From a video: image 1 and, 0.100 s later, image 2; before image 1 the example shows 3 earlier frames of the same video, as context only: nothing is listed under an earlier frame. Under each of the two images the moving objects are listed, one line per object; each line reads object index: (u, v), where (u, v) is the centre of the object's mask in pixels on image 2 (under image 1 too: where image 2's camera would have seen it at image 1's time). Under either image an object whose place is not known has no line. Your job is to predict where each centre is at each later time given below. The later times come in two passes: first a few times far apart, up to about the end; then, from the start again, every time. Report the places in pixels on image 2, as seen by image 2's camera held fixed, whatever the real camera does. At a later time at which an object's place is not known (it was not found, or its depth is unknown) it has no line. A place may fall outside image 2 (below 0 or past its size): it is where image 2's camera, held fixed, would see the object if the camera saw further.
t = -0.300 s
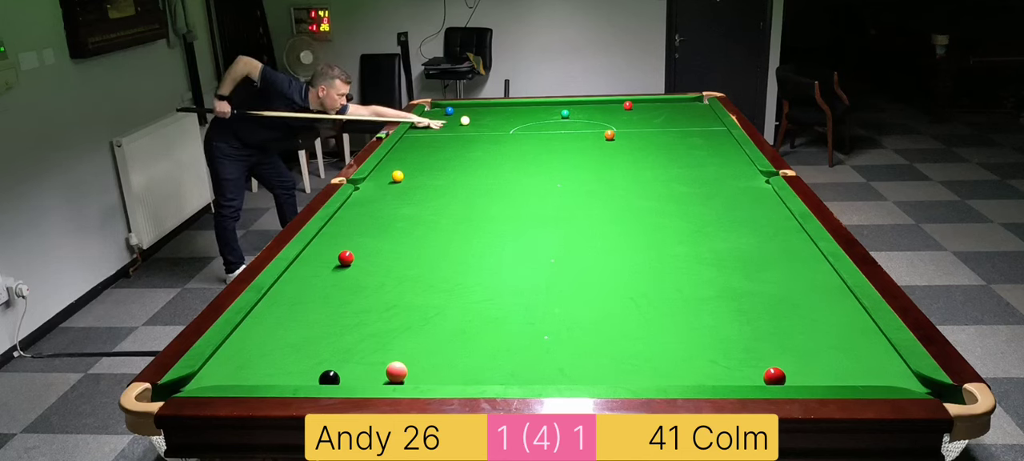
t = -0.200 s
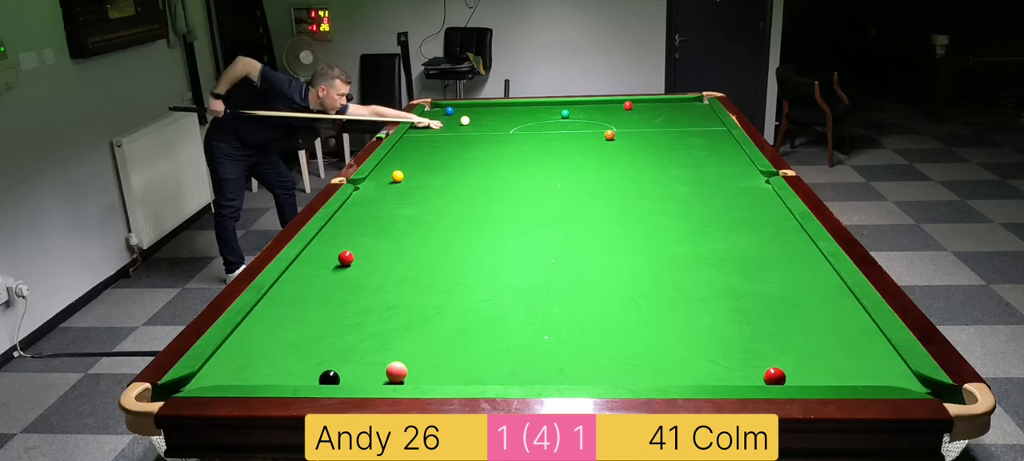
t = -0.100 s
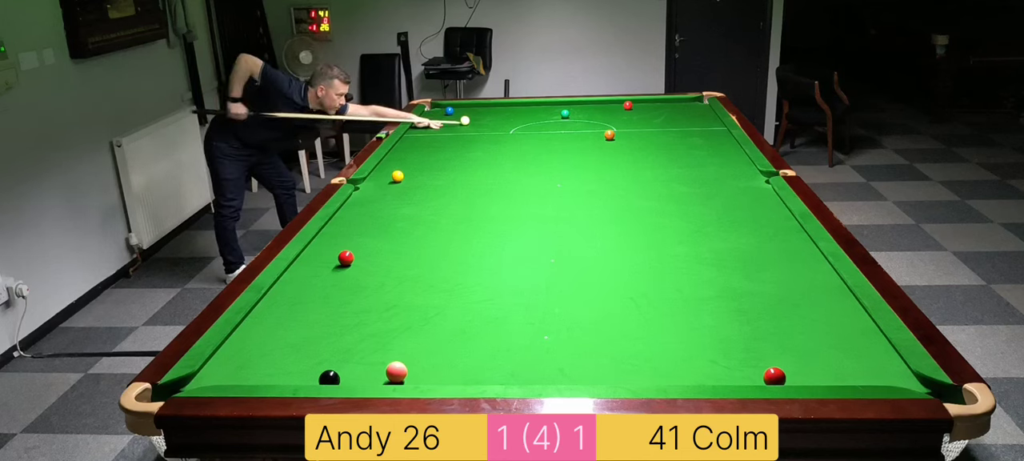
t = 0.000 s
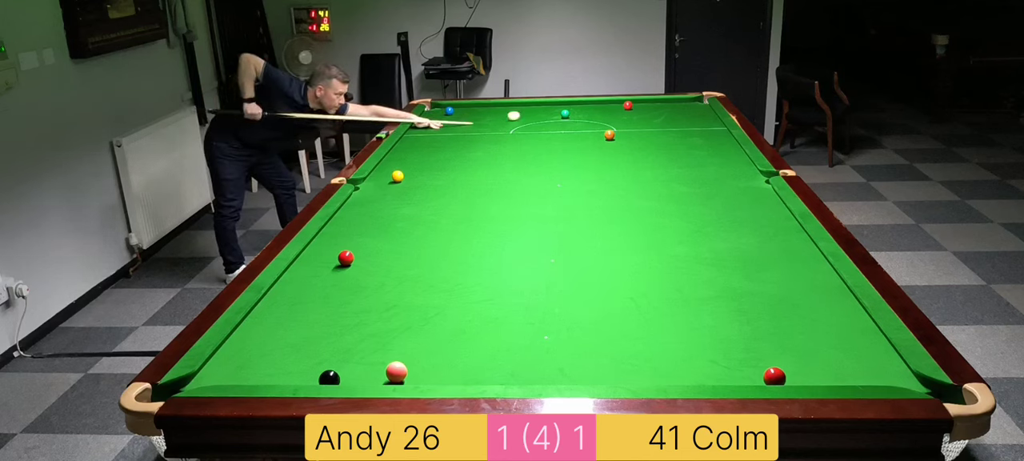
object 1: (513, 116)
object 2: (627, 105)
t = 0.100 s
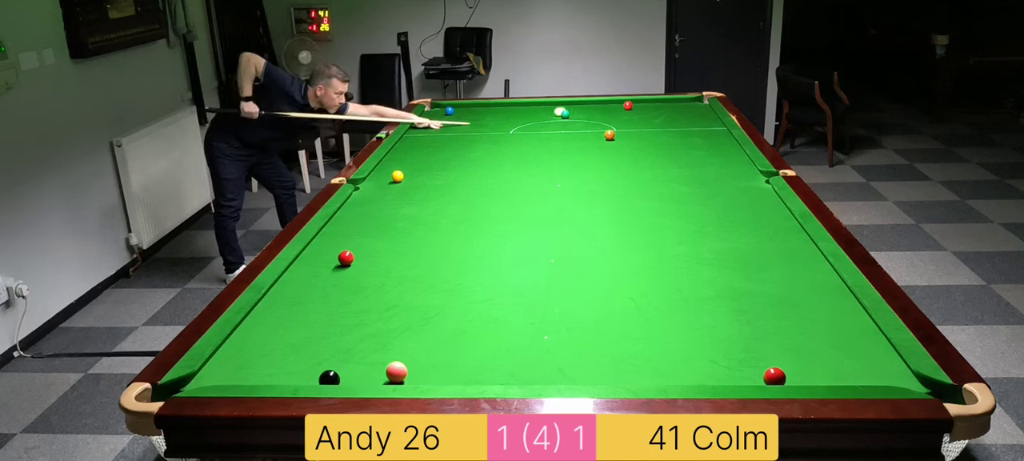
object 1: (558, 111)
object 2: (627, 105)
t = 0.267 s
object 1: (620, 106)
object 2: (634, 104)
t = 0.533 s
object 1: (617, 106)
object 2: (708, 99)
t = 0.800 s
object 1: (613, 106)
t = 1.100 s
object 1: (612, 107)
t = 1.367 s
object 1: (610, 107)
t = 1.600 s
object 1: (610, 107)
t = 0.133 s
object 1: (575, 110)
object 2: (627, 105)
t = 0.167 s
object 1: (588, 109)
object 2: (627, 105)
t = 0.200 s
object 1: (602, 107)
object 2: (627, 105)
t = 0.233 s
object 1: (614, 106)
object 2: (628, 105)
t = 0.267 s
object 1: (620, 106)
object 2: (634, 104)
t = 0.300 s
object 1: (620, 106)
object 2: (646, 103)
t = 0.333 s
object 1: (620, 106)
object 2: (658, 103)
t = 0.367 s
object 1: (619, 106)
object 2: (669, 101)
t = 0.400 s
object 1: (619, 106)
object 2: (680, 100)
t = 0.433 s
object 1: (618, 106)
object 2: (690, 100)
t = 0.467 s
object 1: (618, 106)
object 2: (700, 99)
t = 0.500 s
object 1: (617, 106)
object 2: (707, 98)
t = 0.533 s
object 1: (617, 106)
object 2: (708, 99)
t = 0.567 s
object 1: (616, 106)
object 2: (708, 99)
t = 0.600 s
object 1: (616, 106)
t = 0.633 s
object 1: (616, 106)
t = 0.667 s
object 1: (615, 106)
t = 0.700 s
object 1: (615, 106)
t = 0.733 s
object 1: (614, 106)
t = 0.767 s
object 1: (614, 106)
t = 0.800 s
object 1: (613, 106)
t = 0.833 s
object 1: (613, 106)
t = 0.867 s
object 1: (613, 106)
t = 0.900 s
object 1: (613, 106)
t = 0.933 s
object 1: (612, 106)
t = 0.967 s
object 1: (612, 106)
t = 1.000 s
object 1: (612, 107)
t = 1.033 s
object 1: (612, 107)
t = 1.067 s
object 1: (612, 106)
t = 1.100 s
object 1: (612, 107)
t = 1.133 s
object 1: (611, 107)
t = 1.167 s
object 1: (611, 107)
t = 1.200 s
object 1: (611, 107)
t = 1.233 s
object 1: (611, 107)
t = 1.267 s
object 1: (611, 107)
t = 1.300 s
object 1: (611, 107)
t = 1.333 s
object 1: (611, 107)
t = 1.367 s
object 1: (610, 107)
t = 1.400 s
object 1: (610, 107)
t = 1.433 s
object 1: (610, 107)
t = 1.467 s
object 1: (610, 107)
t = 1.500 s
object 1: (610, 107)
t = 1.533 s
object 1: (610, 107)
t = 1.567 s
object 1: (610, 107)
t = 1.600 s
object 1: (610, 107)
